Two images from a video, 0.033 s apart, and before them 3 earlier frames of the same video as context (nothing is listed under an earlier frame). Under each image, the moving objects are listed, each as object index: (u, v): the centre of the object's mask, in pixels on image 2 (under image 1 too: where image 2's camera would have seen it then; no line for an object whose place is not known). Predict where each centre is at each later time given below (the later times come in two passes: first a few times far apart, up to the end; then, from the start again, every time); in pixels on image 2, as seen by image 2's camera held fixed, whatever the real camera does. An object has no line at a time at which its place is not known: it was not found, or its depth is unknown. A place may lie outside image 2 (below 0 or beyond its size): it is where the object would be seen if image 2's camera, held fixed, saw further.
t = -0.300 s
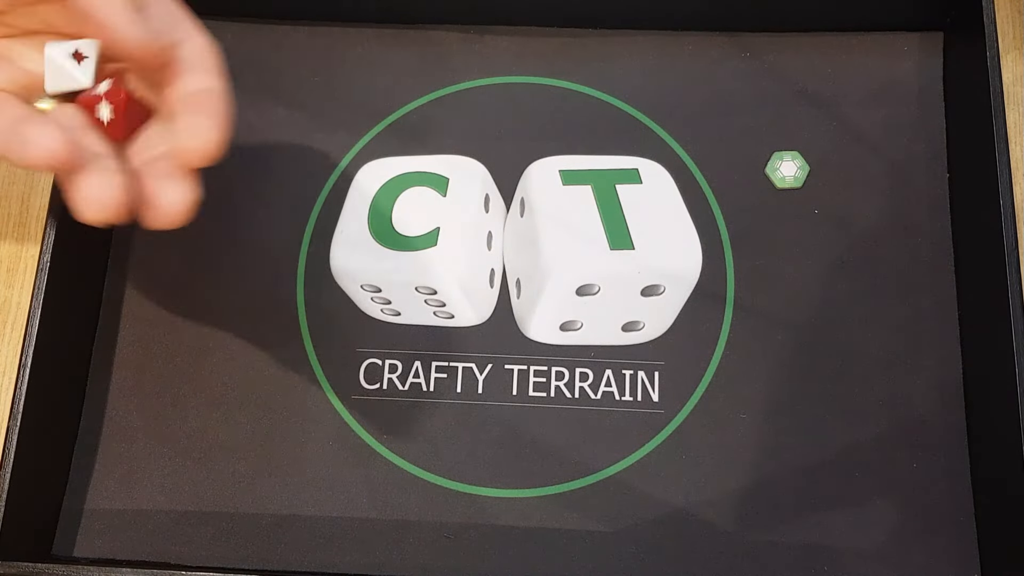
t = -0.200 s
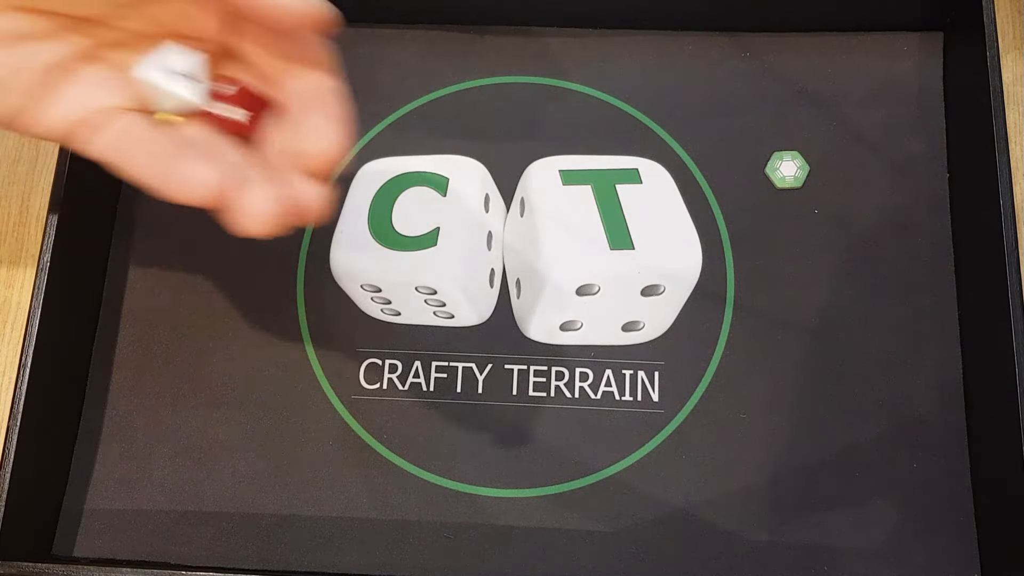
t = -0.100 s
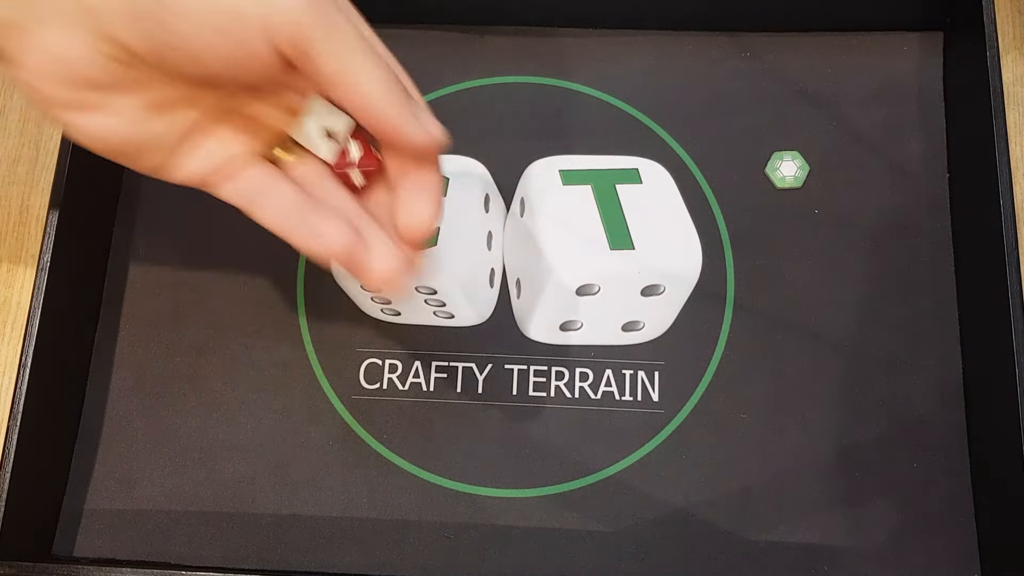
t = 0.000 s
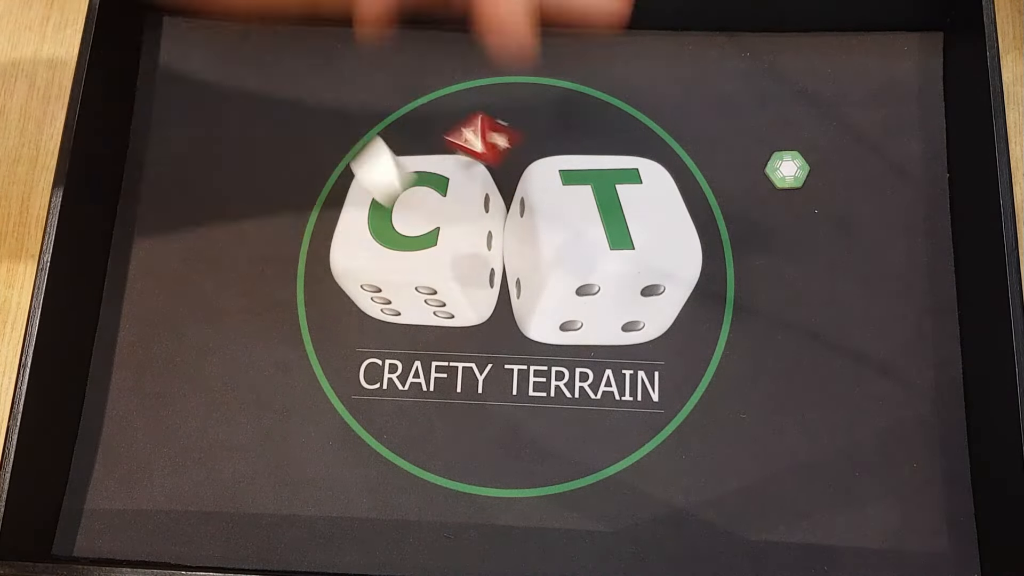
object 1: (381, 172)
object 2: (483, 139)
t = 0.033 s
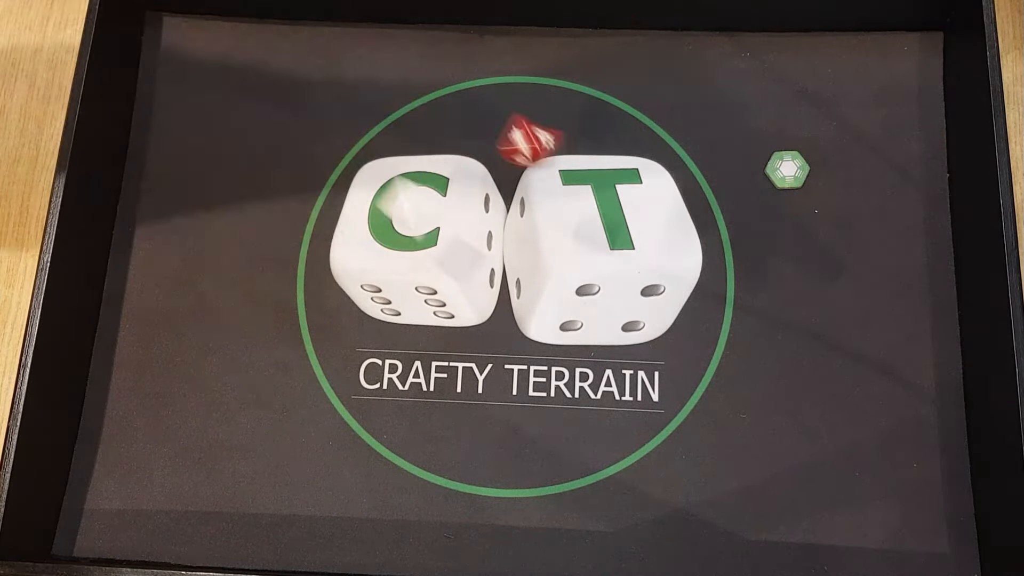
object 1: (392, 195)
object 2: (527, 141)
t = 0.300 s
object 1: (439, 79)
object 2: (657, 214)
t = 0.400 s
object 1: (445, 33)
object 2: (662, 257)
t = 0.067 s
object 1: (434, 236)
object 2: (570, 156)
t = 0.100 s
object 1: (430, 201)
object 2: (603, 174)
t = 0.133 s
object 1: (428, 180)
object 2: (617, 164)
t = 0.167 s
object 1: (429, 166)
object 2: (629, 165)
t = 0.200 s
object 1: (432, 149)
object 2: (639, 175)
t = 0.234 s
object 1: (431, 117)
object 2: (647, 185)
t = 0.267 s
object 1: (435, 95)
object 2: (655, 202)
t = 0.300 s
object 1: (439, 79)
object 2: (657, 214)
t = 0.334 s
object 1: (439, 59)
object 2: (658, 230)
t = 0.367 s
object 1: (442, 45)
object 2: (661, 247)
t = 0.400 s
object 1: (445, 33)
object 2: (662, 257)
